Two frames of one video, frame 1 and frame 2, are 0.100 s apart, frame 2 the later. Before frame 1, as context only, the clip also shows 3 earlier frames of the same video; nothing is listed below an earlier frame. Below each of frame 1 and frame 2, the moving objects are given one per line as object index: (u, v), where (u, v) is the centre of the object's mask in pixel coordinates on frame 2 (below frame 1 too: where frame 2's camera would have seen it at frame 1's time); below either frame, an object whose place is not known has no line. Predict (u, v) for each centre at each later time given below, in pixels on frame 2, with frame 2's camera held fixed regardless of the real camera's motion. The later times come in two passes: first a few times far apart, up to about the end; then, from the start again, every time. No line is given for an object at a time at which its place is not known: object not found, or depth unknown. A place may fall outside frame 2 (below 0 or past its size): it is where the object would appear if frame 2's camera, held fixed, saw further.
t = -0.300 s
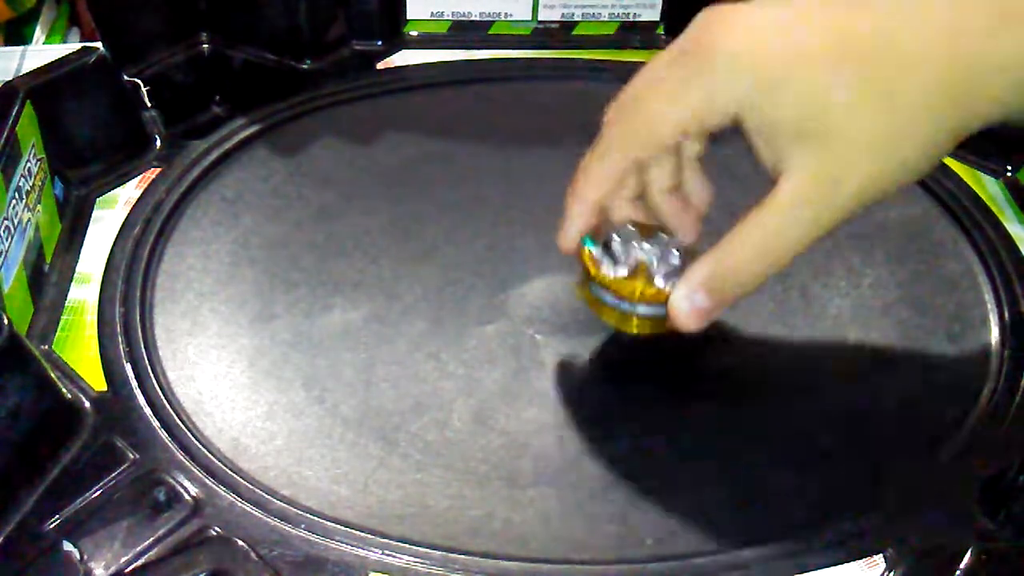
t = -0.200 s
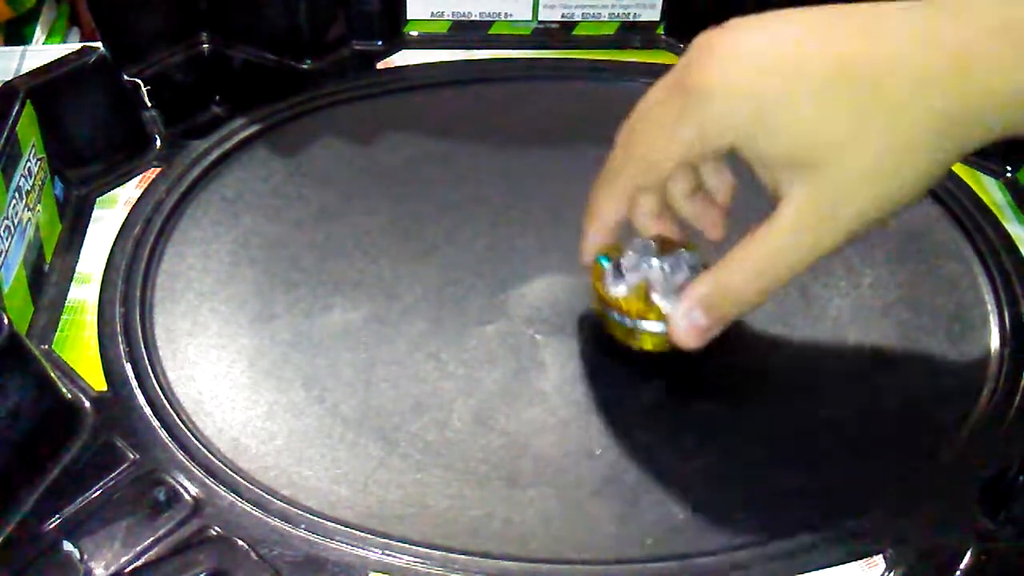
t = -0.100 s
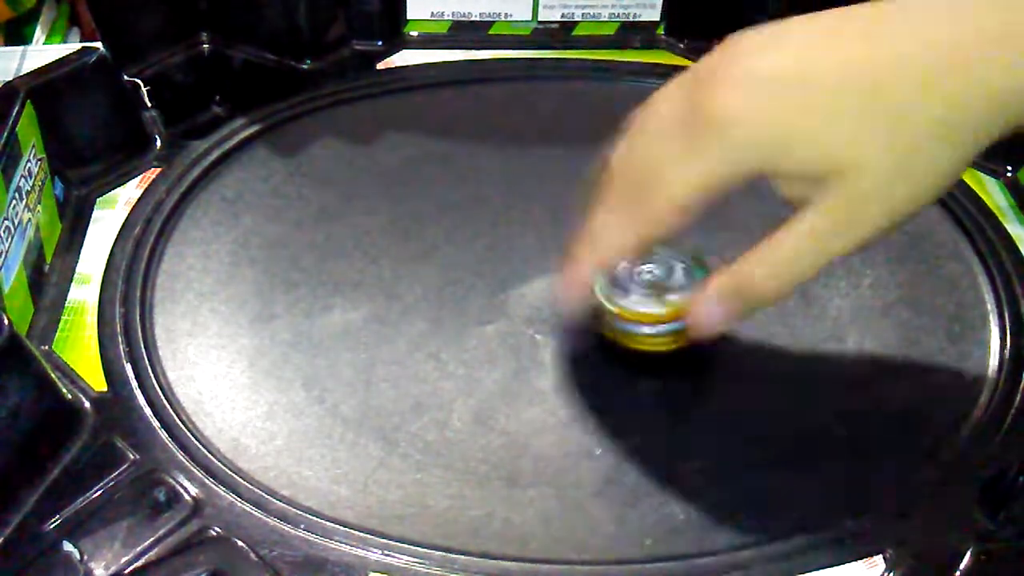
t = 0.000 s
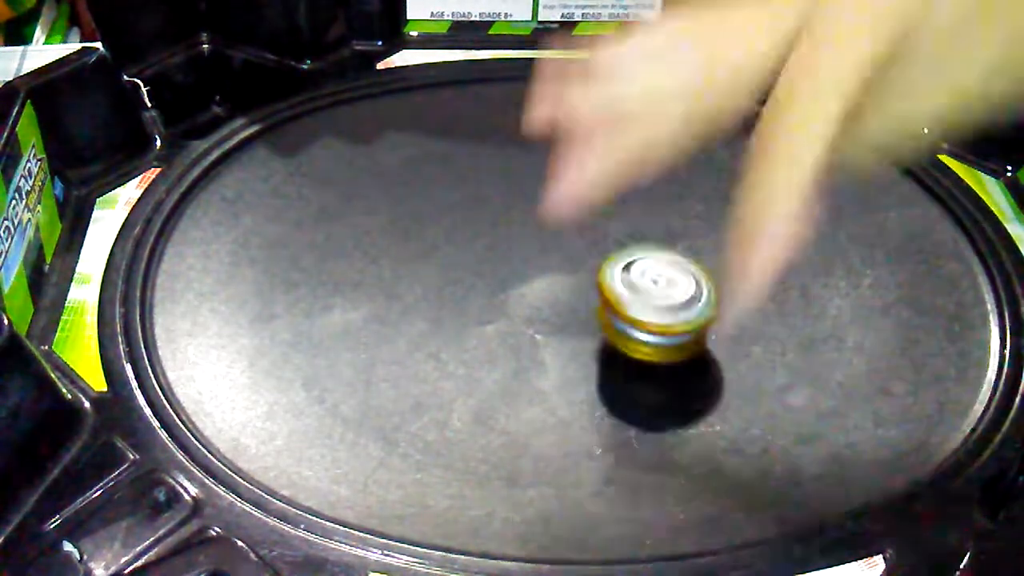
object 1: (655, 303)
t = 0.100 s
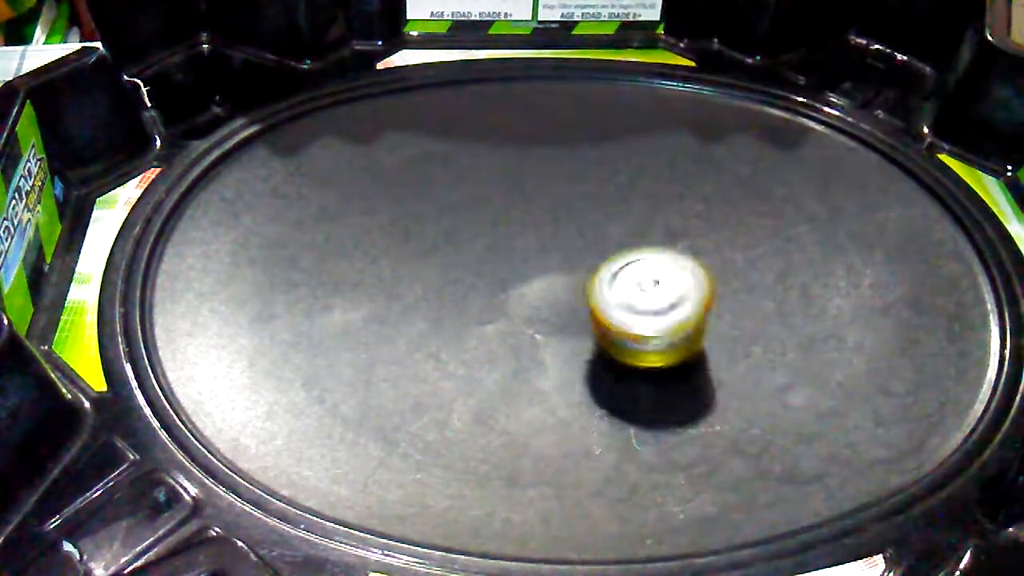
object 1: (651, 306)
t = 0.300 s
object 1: (640, 309)
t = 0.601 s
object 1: (622, 325)
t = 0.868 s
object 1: (616, 337)
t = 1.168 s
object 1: (594, 333)
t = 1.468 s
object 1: (567, 343)
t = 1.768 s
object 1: (550, 341)
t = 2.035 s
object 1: (524, 334)
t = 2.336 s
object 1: (507, 331)
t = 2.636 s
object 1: (492, 316)
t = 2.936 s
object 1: (479, 302)
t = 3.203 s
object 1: (478, 292)
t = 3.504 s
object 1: (482, 279)
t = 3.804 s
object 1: (495, 270)
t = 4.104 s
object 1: (508, 261)
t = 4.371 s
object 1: (519, 262)
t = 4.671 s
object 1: (534, 266)
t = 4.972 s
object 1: (540, 267)
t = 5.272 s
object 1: (549, 276)
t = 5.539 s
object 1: (559, 278)
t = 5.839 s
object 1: (567, 280)
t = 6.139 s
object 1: (577, 286)
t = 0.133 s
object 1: (652, 306)
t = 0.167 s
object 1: (652, 305)
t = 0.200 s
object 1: (649, 306)
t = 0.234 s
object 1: (647, 306)
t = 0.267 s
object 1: (643, 305)
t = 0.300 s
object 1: (640, 309)
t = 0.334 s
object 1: (640, 311)
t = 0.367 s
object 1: (638, 310)
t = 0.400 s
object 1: (632, 311)
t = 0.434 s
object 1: (630, 315)
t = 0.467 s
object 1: (628, 317)
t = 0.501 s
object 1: (627, 319)
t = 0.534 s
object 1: (624, 323)
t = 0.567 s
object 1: (624, 325)
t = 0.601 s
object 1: (622, 325)
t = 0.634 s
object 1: (619, 329)
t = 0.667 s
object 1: (620, 332)
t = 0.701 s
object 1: (620, 332)
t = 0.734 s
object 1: (619, 333)
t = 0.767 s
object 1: (617, 336)
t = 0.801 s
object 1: (618, 336)
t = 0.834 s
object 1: (618, 336)
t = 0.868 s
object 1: (616, 337)
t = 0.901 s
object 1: (617, 337)
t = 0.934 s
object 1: (615, 335)
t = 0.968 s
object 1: (612, 335)
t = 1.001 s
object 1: (608, 336)
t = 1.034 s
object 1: (607, 335)
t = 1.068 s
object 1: (605, 334)
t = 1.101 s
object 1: (600, 334)
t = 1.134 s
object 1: (599, 335)
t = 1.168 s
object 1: (594, 333)
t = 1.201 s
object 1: (589, 333)
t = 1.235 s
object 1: (586, 336)
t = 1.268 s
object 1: (584, 336)
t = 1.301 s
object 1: (580, 335)
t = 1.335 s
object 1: (575, 339)
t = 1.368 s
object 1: (574, 340)
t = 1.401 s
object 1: (572, 339)
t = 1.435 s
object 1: (567, 341)
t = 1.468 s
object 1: (567, 343)
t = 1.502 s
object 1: (566, 343)
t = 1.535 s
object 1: (564, 341)
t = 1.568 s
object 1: (561, 343)
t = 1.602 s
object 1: (562, 344)
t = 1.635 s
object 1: (560, 342)
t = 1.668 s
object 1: (556, 342)
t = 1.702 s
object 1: (555, 344)
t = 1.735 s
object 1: (553, 342)
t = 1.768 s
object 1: (550, 341)
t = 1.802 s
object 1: (546, 341)
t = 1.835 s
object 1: (545, 341)
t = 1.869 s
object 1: (541, 337)
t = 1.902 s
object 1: (538, 336)
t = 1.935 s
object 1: (534, 338)
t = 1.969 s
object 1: (533, 335)
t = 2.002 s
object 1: (529, 333)
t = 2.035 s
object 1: (524, 334)
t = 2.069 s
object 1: (522, 334)
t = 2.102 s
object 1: (519, 333)
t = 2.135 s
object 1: (516, 332)
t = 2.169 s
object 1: (513, 334)
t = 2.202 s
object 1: (512, 333)
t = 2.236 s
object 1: (510, 331)
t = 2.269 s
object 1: (507, 332)
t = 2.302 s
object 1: (508, 333)
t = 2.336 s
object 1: (507, 331)
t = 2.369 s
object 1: (505, 329)
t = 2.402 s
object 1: (503, 330)
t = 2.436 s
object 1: (504, 328)
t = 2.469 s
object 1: (502, 324)
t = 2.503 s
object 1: (500, 323)
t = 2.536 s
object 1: (499, 323)
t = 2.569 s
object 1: (498, 319)
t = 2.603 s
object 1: (496, 316)
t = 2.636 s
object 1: (492, 316)
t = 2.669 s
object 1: (493, 314)
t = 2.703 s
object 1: (490, 310)
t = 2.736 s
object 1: (488, 309)
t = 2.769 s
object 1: (485, 309)
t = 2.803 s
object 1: (484, 307)
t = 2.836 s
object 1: (483, 305)
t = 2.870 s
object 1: (479, 305)
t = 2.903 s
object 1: (480, 305)
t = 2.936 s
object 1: (479, 302)
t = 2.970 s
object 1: (477, 301)
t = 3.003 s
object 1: (476, 302)
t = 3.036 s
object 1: (478, 301)
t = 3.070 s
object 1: (477, 299)
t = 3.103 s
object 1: (477, 297)
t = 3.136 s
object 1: (477, 298)
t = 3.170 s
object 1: (478, 295)
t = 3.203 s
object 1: (478, 292)
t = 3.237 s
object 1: (477, 291)
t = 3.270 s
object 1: (480, 289)
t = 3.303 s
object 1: (479, 286)
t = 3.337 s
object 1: (479, 285)
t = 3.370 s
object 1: (480, 284)
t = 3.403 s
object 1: (482, 282)
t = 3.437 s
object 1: (482, 279)
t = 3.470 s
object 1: (481, 278)
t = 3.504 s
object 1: (482, 279)
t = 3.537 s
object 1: (483, 277)
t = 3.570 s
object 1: (484, 274)
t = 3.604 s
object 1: (484, 275)
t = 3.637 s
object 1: (486, 275)
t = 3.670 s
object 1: (487, 273)
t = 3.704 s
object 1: (488, 273)
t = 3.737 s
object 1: (490, 273)
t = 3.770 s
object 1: (493, 272)
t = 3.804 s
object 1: (495, 270)
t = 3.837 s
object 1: (496, 270)
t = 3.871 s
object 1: (497, 271)
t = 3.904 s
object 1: (500, 268)
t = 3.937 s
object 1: (502, 266)
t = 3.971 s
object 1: (503, 266)
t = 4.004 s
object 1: (506, 265)
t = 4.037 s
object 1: (507, 263)
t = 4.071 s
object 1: (508, 260)
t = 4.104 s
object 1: (508, 261)
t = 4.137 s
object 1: (510, 260)
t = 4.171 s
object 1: (511, 259)
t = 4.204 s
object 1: (511, 258)
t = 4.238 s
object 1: (514, 260)
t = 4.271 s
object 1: (517, 259)
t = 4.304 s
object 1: (518, 259)
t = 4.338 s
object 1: (517, 259)
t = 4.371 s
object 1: (519, 262)
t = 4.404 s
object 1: (521, 261)
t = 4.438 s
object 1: (522, 262)
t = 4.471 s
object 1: (523, 264)
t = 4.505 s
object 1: (528, 266)
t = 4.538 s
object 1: (529, 264)
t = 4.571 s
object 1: (530, 264)
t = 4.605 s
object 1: (530, 266)
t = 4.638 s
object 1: (533, 267)
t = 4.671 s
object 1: (534, 266)
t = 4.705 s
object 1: (535, 265)
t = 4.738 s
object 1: (536, 267)
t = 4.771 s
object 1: (538, 267)
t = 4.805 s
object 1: (538, 265)
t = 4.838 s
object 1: (537, 265)
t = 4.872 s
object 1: (537, 268)
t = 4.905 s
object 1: (539, 267)
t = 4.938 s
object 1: (541, 266)
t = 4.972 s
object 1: (540, 267)
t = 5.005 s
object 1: (541, 269)
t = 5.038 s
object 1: (540, 269)
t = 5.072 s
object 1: (540, 269)
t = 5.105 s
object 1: (540, 272)
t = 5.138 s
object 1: (544, 274)
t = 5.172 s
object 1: (546, 274)
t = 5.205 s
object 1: (546, 274)
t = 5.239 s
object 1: (546, 275)
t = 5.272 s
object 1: (549, 276)
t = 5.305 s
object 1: (549, 276)
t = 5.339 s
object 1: (551, 277)
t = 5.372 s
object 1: (553, 279)
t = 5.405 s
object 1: (557, 278)
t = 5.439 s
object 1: (558, 276)
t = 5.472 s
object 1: (558, 275)
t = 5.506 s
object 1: (557, 278)
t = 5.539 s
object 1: (559, 278)
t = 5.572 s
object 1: (561, 276)
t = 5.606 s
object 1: (561, 277)
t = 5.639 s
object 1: (563, 278)
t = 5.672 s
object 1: (563, 277)
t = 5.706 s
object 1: (563, 276)
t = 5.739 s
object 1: (561, 278)
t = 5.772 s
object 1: (563, 281)
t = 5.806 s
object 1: (565, 281)
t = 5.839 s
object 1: (567, 280)
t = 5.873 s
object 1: (566, 282)
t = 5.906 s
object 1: (568, 284)
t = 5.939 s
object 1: (569, 283)
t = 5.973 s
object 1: (570, 283)
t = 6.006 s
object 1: (571, 286)
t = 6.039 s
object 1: (575, 287)
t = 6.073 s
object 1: (577, 285)
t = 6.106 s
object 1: (578, 285)
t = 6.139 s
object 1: (577, 286)
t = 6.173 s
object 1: (579, 287)
